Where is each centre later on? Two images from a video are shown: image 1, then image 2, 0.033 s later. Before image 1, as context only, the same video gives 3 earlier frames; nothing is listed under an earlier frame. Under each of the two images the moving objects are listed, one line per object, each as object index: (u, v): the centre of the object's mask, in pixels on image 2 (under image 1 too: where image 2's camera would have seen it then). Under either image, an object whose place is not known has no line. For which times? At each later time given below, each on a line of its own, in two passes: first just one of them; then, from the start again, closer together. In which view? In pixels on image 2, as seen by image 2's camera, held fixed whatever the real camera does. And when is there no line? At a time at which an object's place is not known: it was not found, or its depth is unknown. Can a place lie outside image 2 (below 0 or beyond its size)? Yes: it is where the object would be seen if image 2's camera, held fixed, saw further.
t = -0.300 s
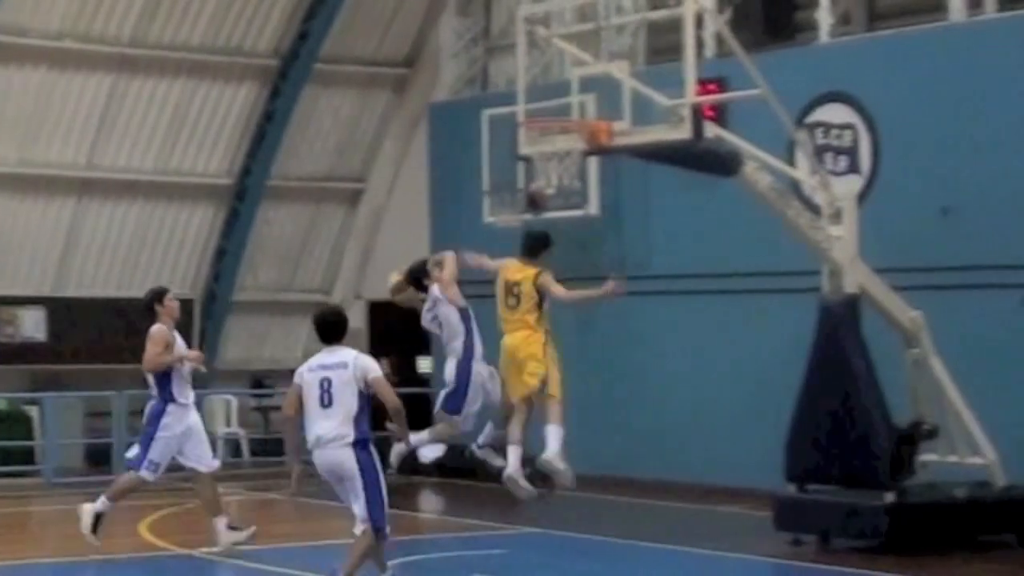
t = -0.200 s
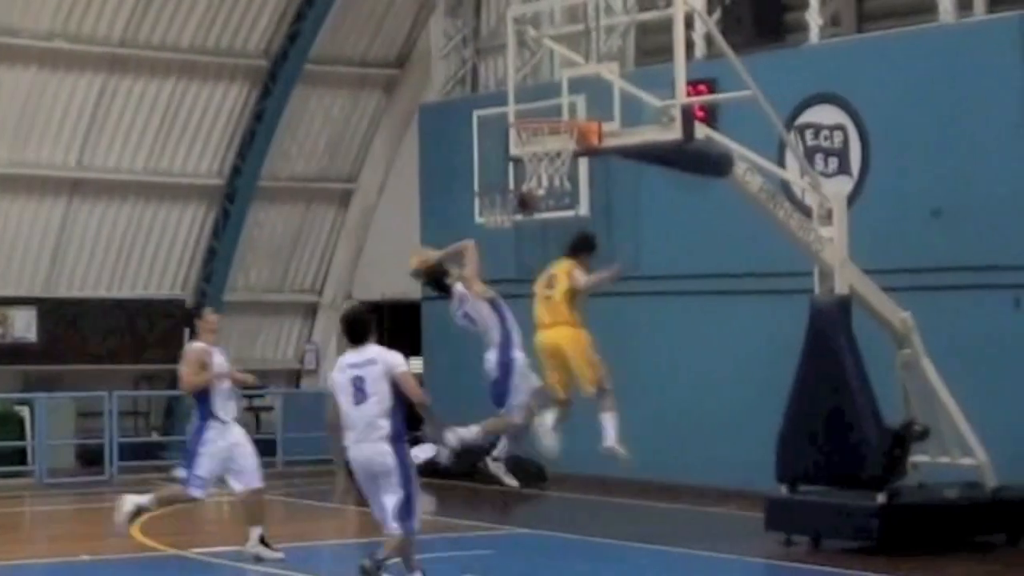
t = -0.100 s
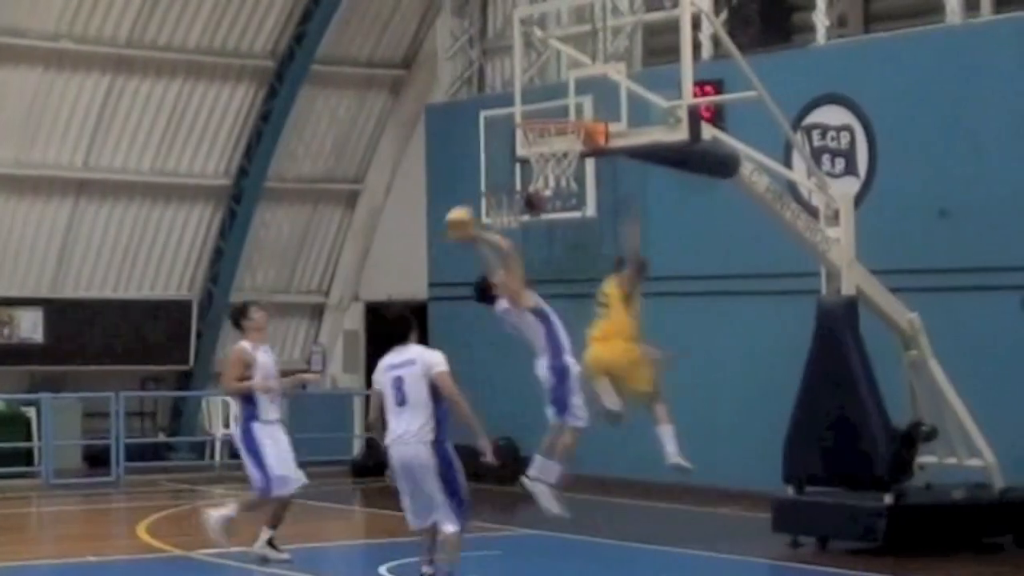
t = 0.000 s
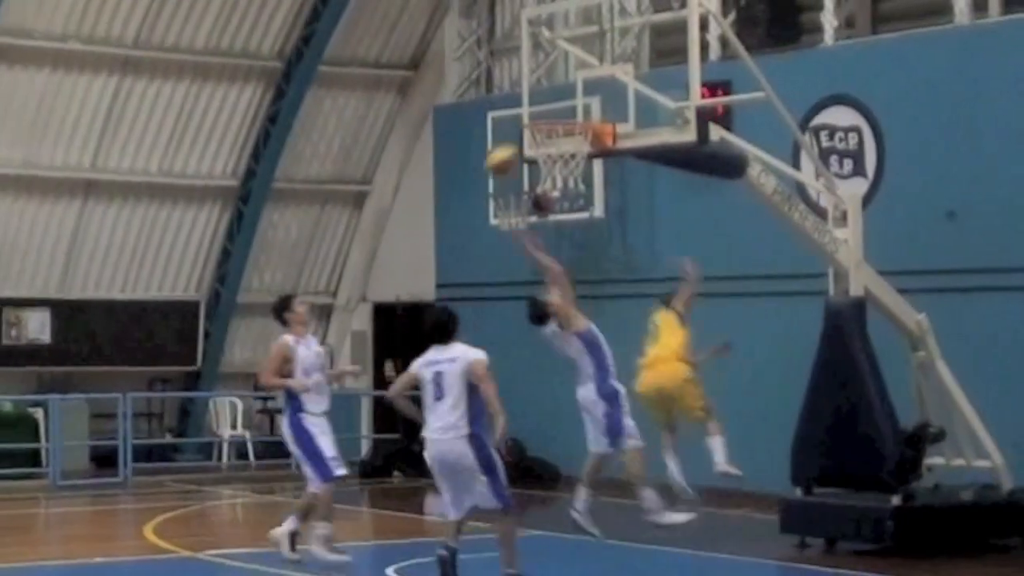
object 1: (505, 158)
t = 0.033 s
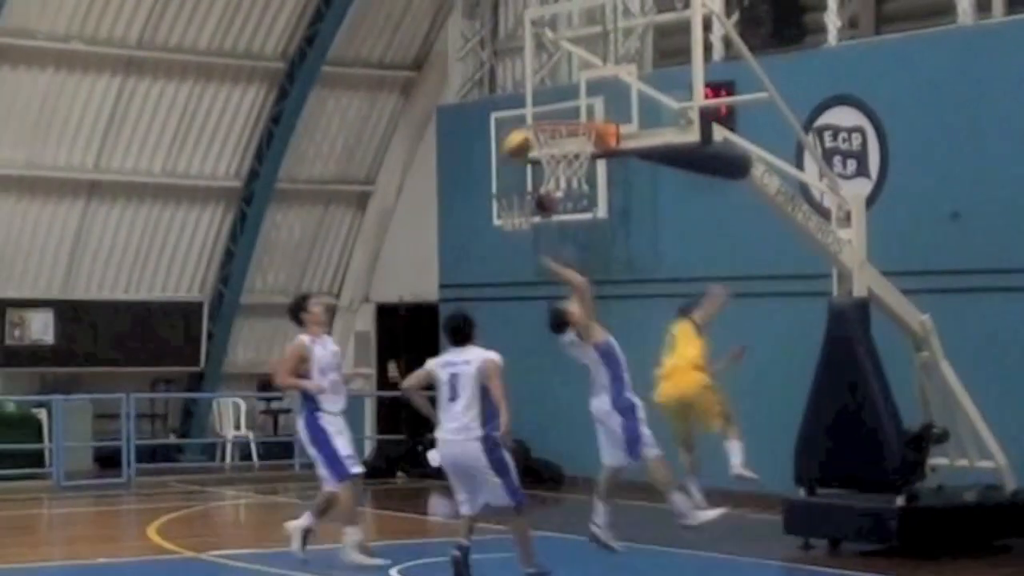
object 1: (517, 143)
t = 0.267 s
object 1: (555, 69)
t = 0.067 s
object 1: (527, 122)
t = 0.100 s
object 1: (539, 107)
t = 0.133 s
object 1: (551, 91)
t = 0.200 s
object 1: (559, 77)
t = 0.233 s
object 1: (555, 72)
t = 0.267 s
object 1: (555, 69)
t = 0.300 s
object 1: (554, 72)
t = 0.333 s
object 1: (552, 73)
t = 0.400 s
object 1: (546, 80)
